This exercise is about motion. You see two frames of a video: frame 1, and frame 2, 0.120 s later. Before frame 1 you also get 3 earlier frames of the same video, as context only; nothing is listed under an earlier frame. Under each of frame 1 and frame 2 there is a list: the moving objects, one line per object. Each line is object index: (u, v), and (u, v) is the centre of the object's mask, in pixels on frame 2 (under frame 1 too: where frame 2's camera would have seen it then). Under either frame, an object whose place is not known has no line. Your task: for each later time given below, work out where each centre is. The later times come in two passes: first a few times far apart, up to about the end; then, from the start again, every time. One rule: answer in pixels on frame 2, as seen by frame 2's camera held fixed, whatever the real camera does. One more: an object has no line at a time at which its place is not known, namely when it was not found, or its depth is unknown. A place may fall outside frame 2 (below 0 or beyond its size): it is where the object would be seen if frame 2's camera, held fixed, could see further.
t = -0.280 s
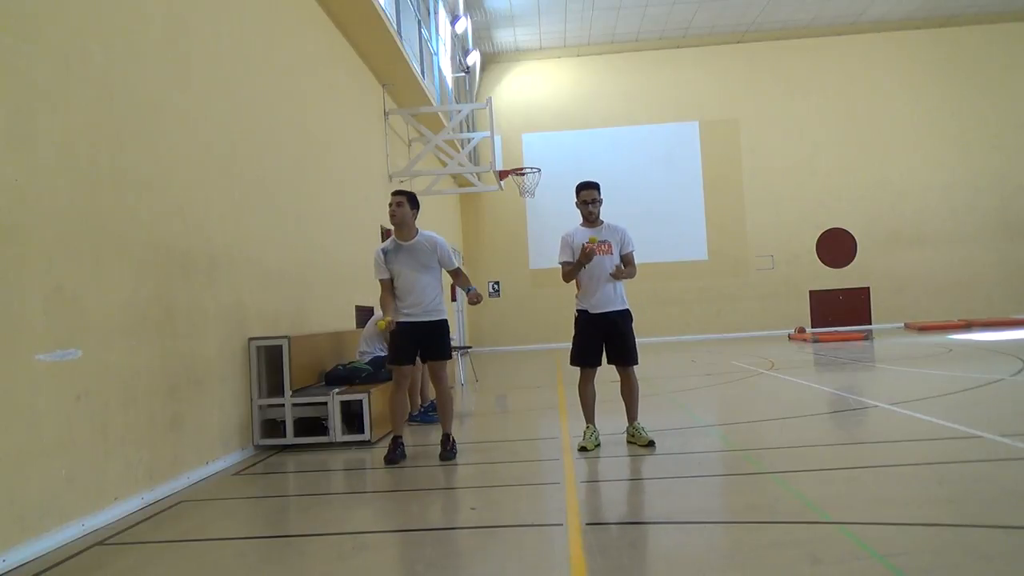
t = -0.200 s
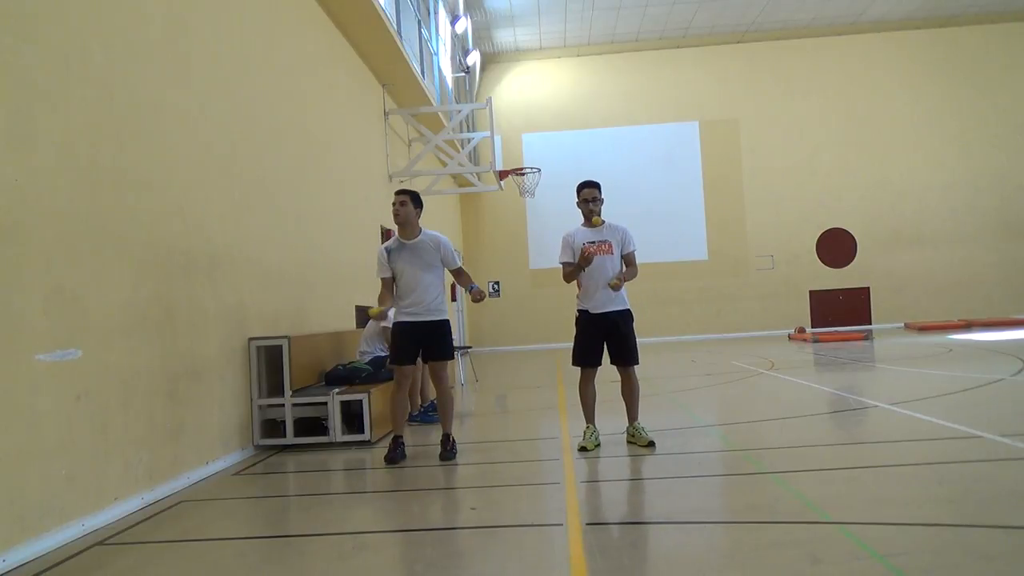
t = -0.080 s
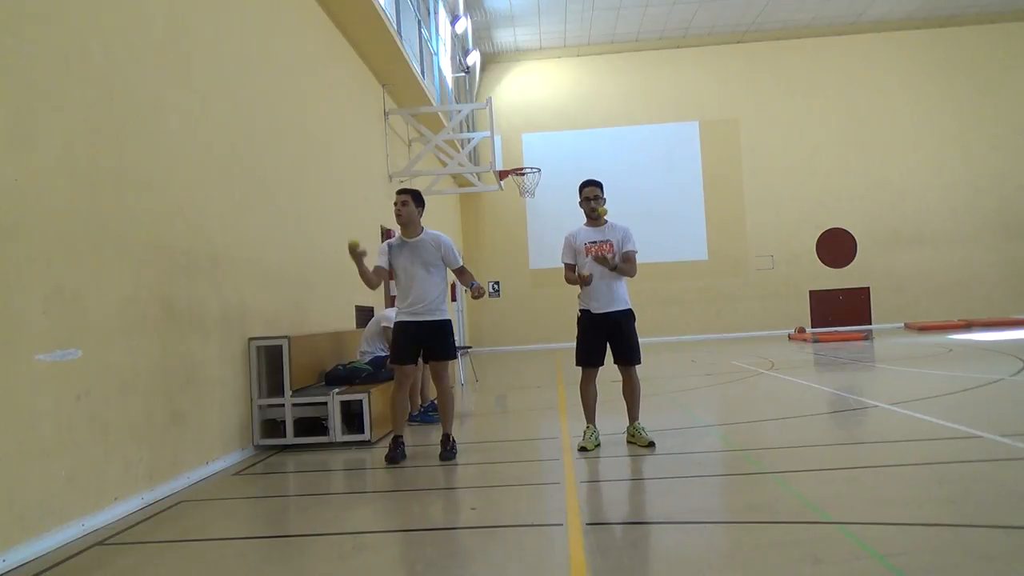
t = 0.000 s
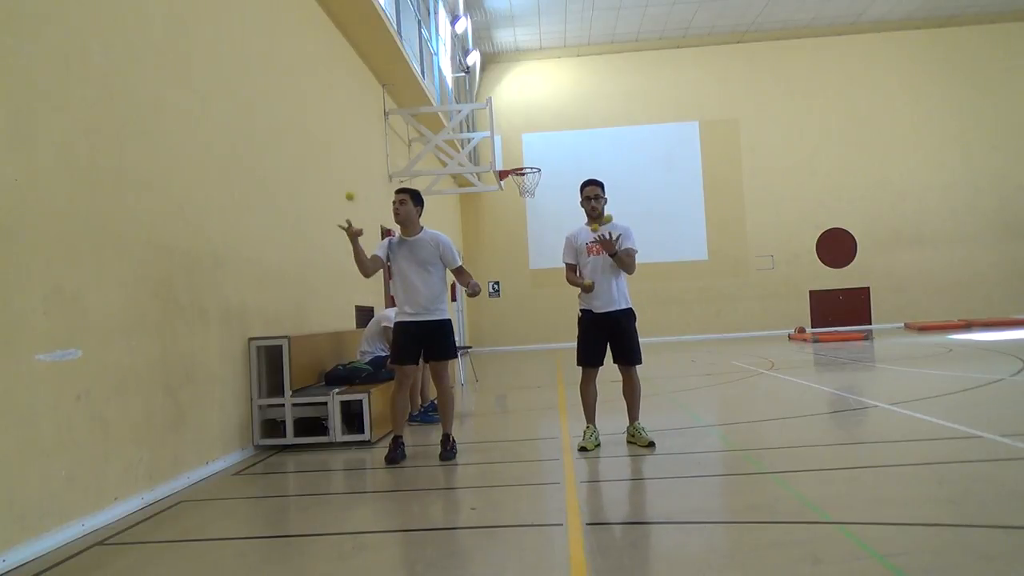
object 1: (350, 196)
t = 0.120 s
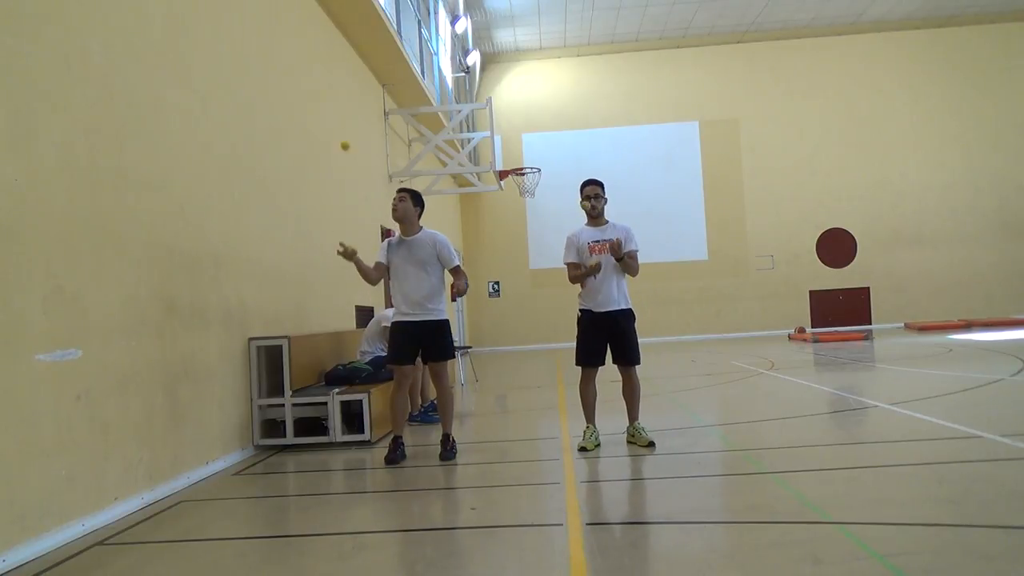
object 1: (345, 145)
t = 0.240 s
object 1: (341, 119)
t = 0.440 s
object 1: (339, 125)
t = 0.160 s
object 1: (344, 134)
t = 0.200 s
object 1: (342, 125)
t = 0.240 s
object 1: (341, 119)
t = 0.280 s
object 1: (341, 115)
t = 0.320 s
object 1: (340, 113)
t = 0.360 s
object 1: (339, 115)
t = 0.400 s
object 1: (339, 119)
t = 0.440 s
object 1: (339, 125)
